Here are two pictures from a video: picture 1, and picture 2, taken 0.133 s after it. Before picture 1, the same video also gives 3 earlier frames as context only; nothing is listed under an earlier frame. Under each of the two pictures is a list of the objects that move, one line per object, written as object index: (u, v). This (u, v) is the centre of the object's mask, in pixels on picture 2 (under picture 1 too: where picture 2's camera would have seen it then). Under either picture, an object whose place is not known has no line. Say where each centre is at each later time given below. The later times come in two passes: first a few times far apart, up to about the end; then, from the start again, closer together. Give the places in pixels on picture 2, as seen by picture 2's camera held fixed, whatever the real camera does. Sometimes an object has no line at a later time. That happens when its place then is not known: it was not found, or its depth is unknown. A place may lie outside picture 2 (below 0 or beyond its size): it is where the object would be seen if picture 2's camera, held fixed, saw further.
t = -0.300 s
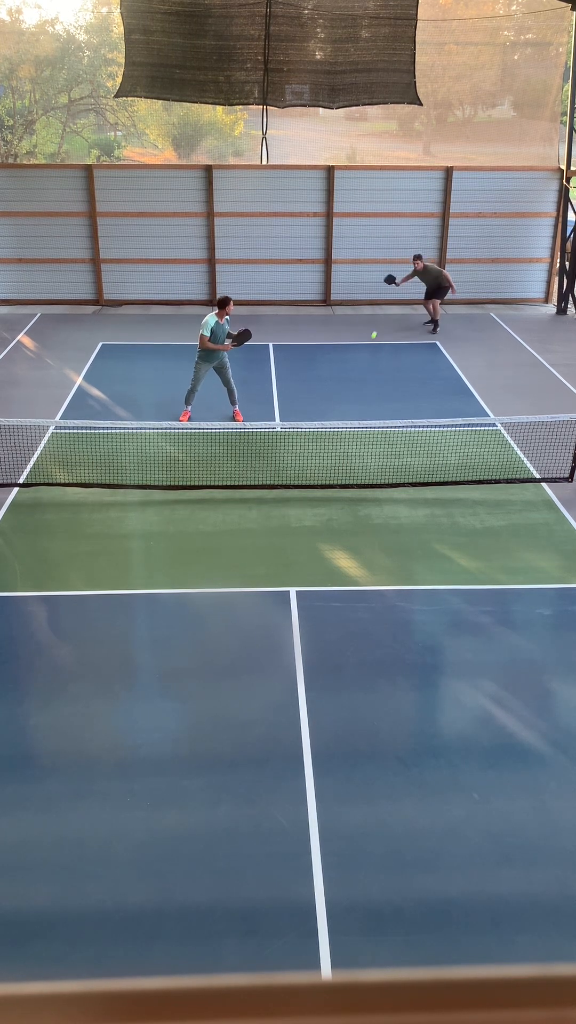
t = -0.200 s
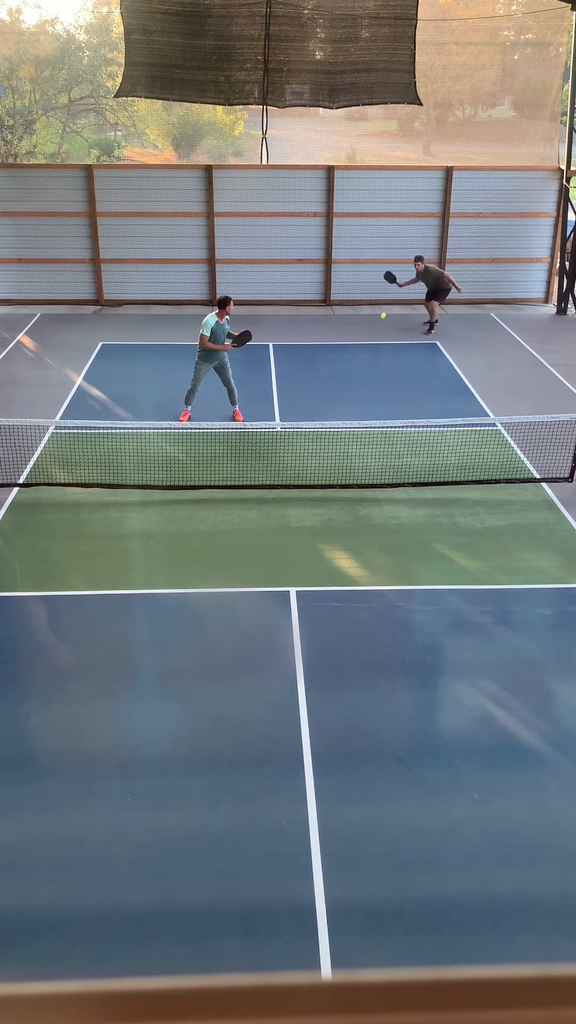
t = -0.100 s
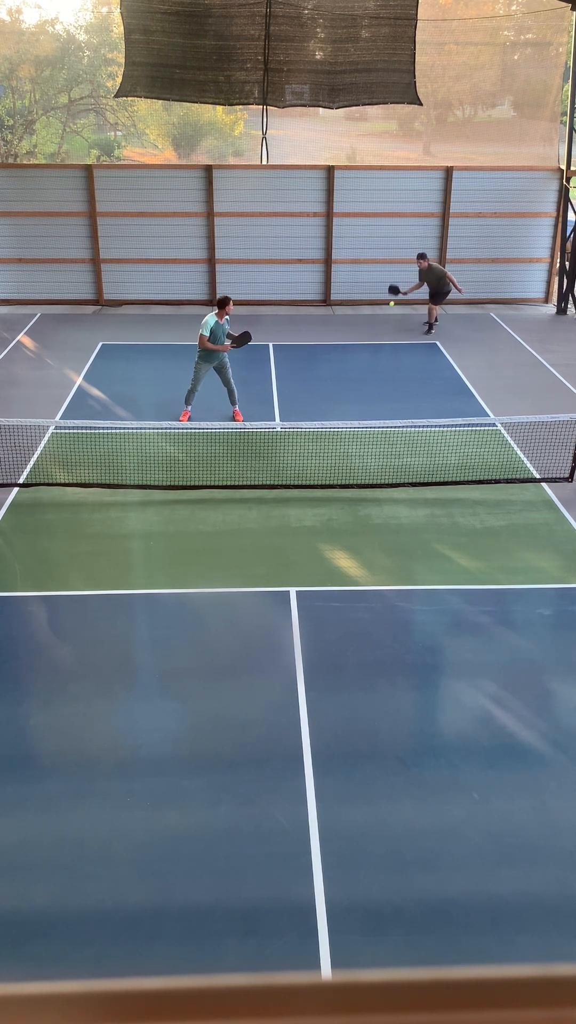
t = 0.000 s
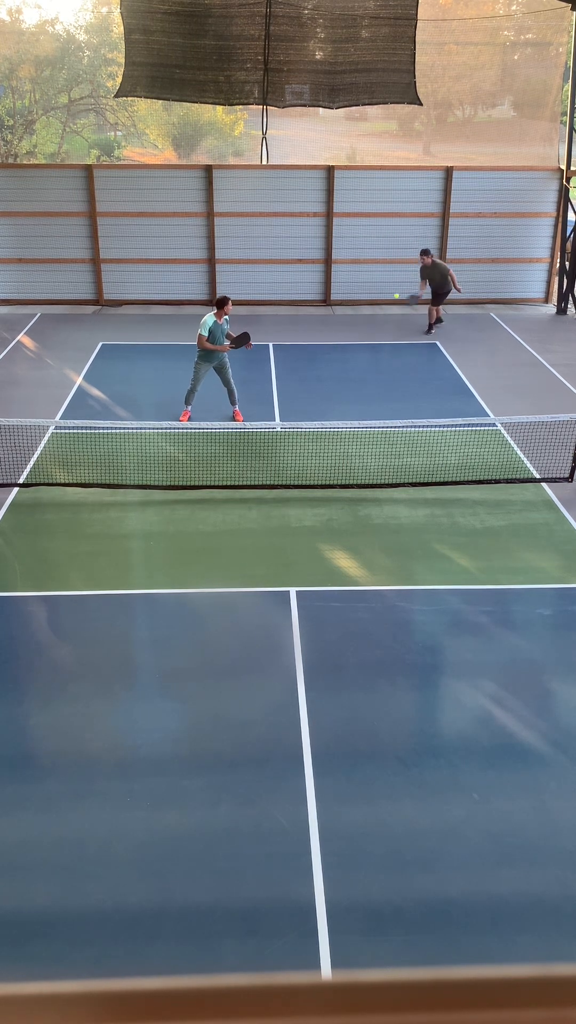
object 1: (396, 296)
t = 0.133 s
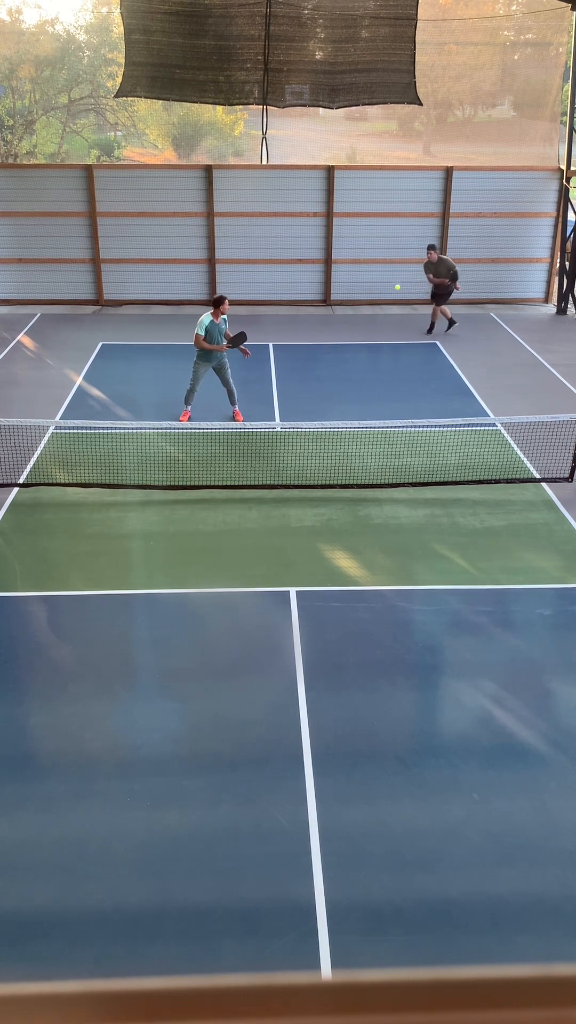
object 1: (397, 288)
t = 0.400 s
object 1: (390, 294)
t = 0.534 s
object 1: (381, 316)
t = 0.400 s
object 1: (390, 294)
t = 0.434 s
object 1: (388, 298)
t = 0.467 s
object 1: (386, 303)
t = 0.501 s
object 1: (383, 309)
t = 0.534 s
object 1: (381, 316)
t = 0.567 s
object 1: (378, 324)
